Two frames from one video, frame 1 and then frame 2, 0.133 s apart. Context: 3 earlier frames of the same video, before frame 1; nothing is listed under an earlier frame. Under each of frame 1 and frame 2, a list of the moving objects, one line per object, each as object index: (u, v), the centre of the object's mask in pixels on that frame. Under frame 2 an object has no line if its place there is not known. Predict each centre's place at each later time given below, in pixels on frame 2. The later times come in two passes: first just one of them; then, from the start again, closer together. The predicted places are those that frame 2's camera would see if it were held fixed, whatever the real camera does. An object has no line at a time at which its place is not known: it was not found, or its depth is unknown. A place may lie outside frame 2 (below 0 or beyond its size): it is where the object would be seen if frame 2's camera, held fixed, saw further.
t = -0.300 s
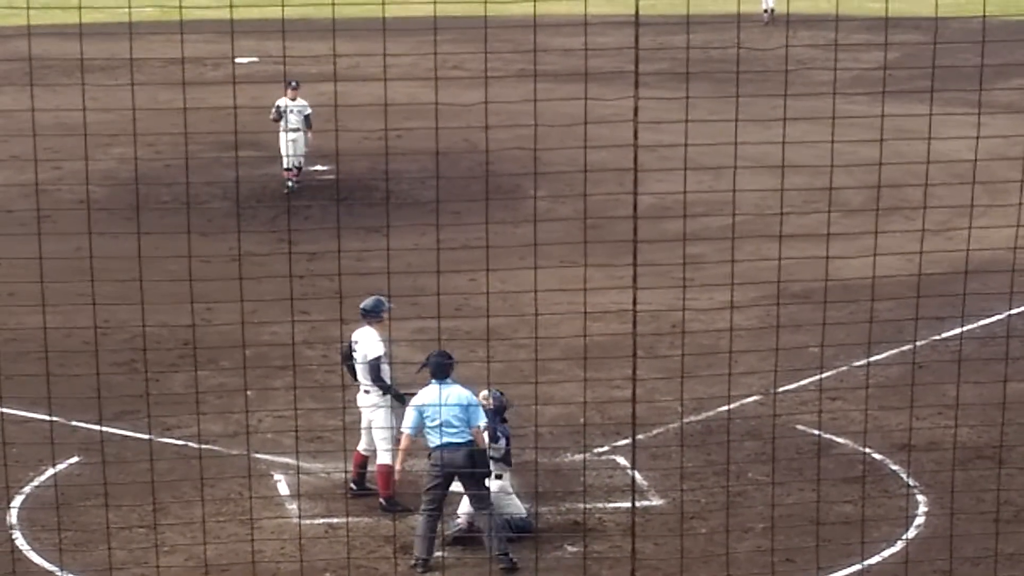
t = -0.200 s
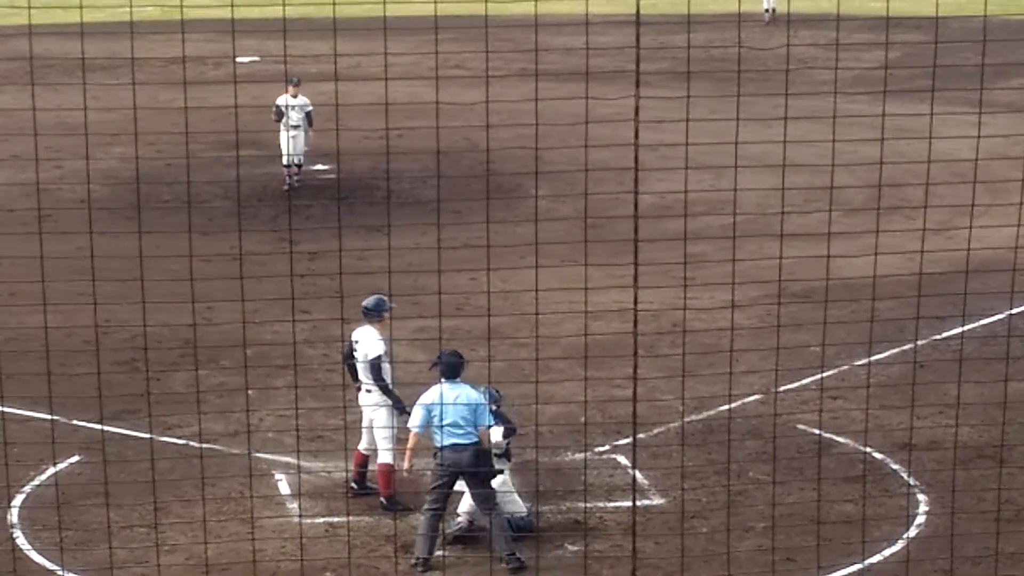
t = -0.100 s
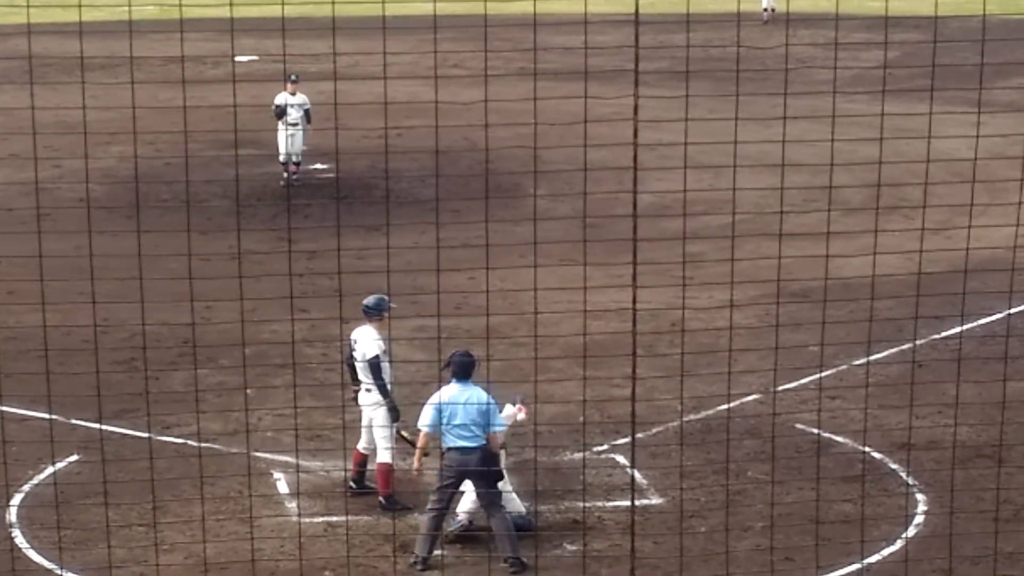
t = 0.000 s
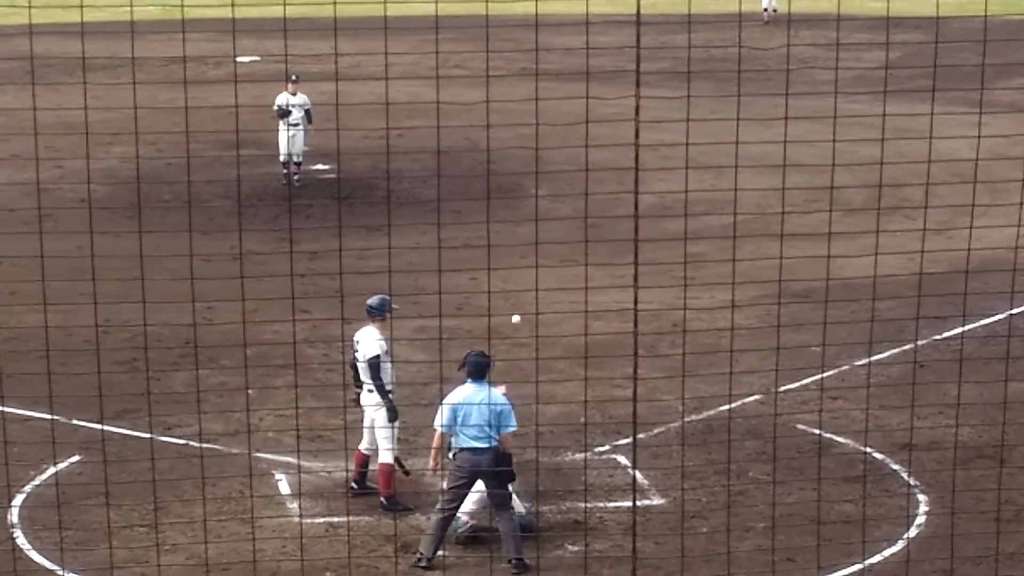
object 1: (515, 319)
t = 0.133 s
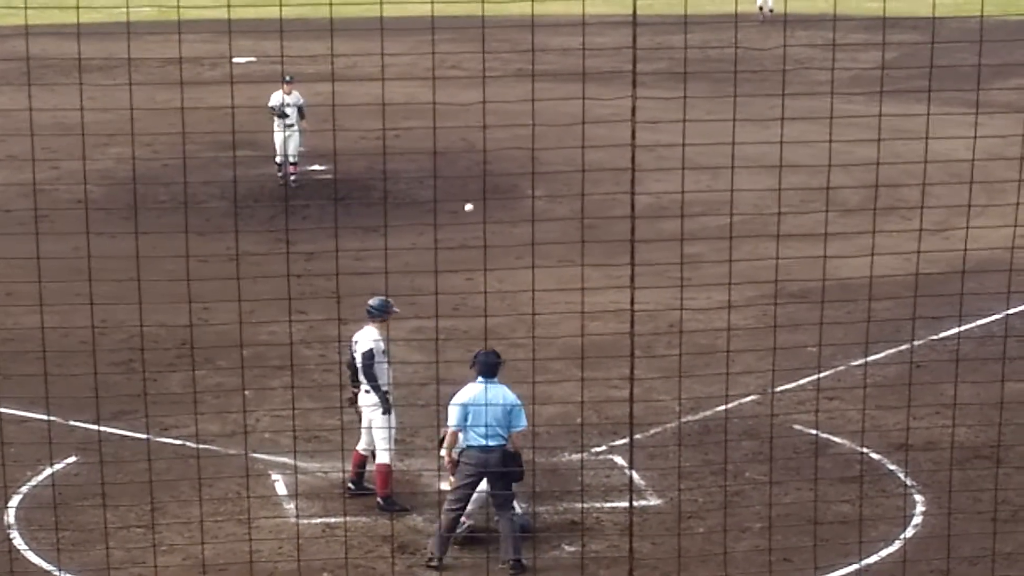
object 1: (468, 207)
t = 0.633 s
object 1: (351, 34)
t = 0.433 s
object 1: (391, 66)
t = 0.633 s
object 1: (351, 34)
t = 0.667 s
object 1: (344, 32)
